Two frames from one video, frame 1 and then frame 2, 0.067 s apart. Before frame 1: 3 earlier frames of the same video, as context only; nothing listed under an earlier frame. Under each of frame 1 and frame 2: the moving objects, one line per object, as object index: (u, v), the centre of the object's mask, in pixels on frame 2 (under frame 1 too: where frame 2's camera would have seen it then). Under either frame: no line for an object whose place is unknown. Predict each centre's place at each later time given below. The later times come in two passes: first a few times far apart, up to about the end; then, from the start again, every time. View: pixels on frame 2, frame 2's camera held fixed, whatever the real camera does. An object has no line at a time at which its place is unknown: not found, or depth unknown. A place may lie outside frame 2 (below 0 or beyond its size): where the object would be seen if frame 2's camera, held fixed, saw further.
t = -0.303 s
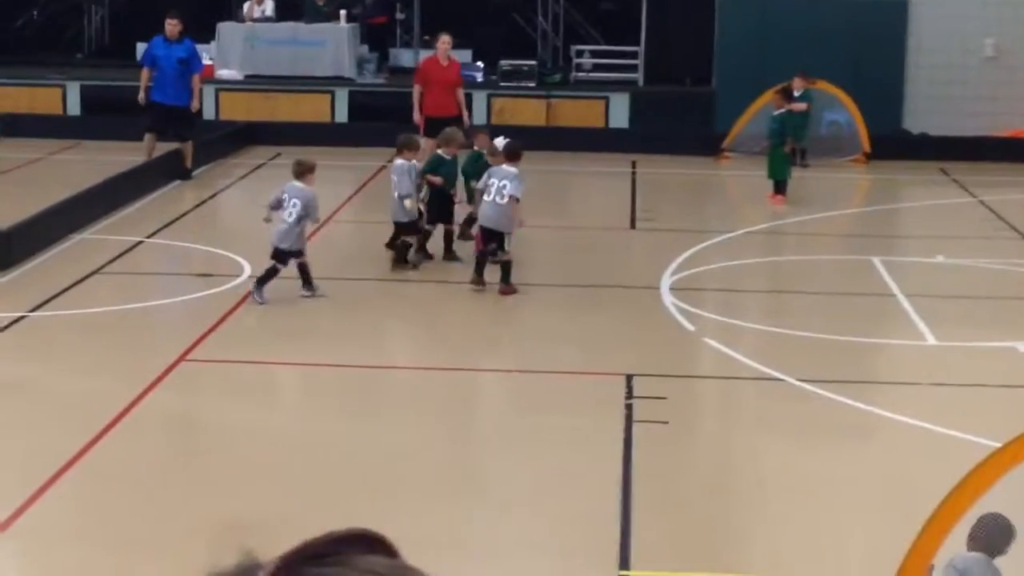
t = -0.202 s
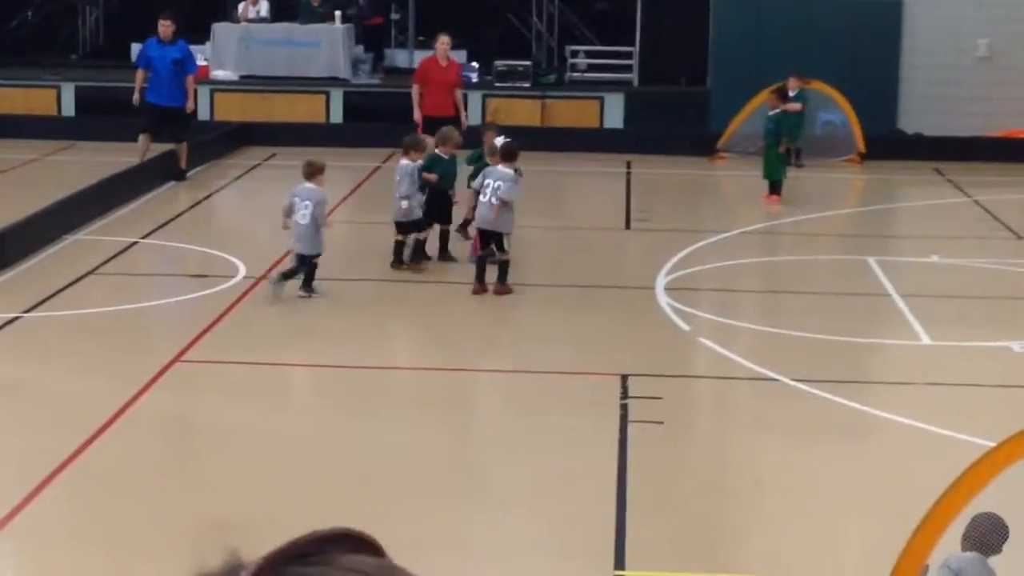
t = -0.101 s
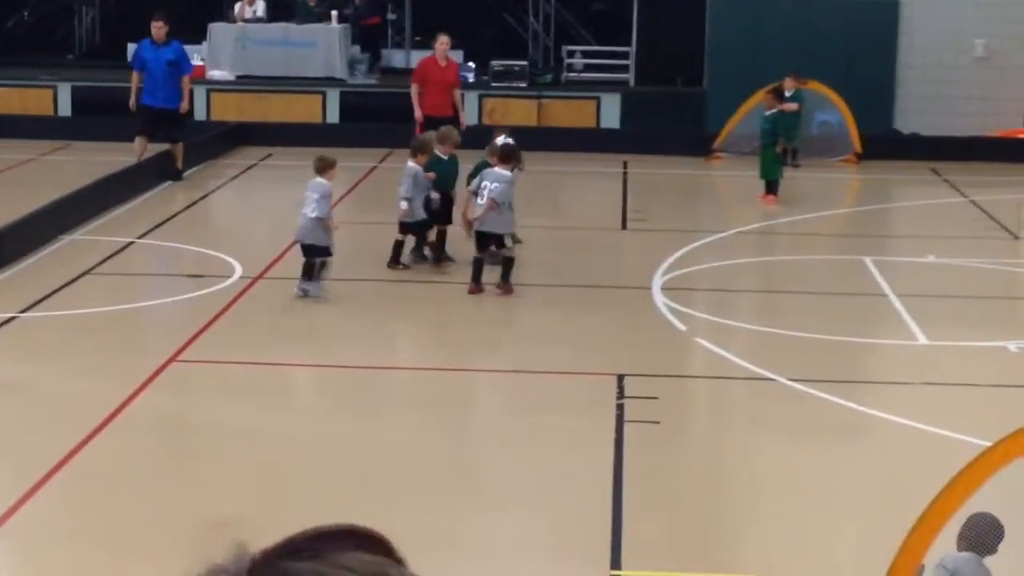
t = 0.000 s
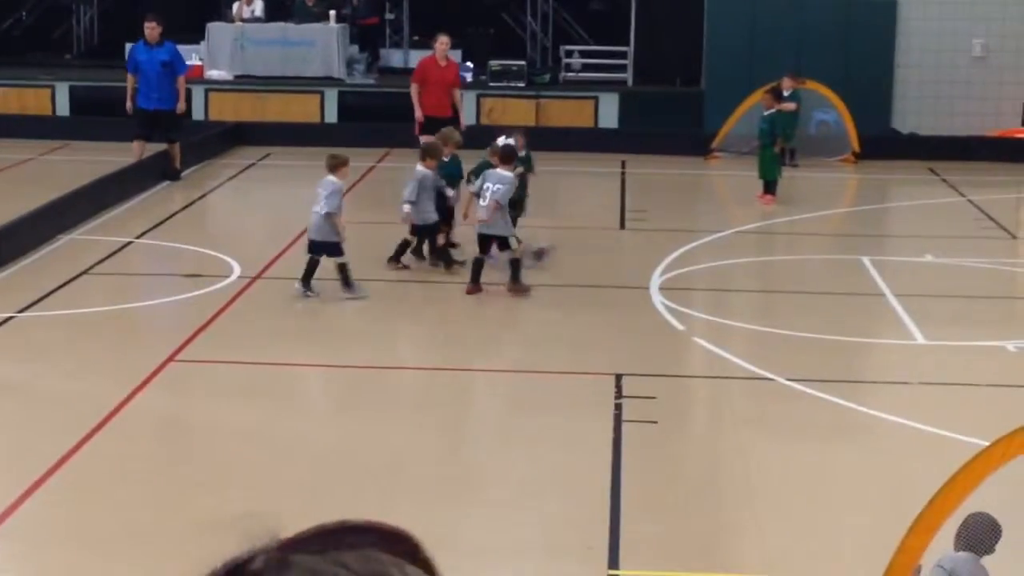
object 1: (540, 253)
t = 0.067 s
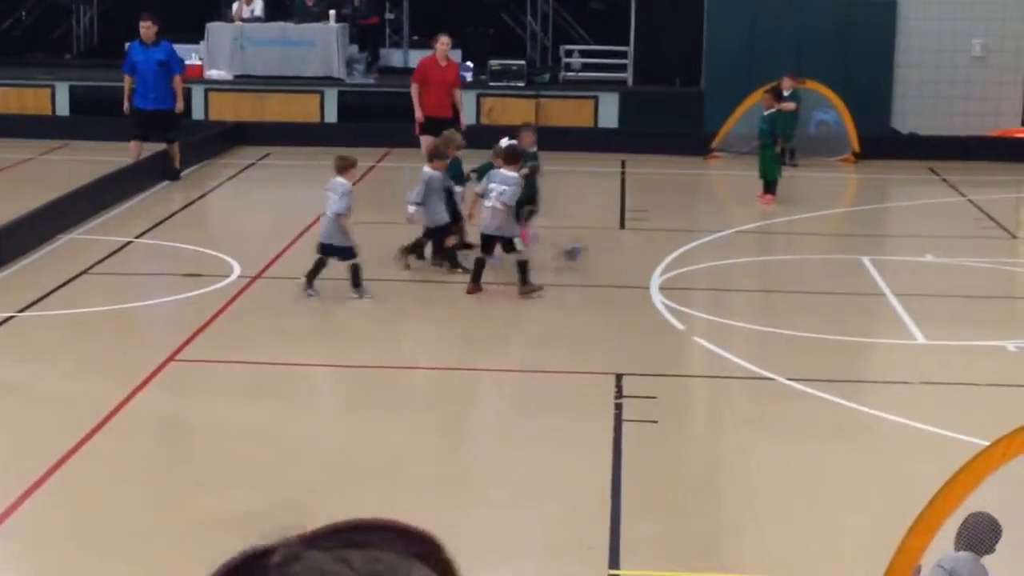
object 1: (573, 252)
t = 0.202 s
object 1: (636, 266)
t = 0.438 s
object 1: (727, 266)
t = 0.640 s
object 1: (794, 269)
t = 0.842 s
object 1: (860, 276)
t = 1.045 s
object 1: (927, 276)
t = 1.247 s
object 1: (993, 282)
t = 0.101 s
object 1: (589, 254)
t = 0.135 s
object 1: (604, 259)
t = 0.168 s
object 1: (621, 265)
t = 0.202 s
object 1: (636, 266)
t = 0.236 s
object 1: (649, 264)
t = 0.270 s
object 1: (663, 264)
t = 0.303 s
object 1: (677, 263)
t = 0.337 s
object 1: (690, 265)
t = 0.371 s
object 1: (703, 268)
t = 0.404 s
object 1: (716, 267)
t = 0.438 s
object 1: (727, 266)
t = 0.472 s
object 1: (738, 265)
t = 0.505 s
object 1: (750, 268)
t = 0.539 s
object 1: (760, 270)
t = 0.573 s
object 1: (772, 269)
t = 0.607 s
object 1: (783, 268)
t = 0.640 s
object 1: (794, 269)
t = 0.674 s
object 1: (805, 272)
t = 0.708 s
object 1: (817, 272)
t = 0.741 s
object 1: (827, 272)
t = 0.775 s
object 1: (838, 271)
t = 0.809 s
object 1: (849, 272)
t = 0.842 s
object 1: (860, 276)
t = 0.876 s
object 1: (871, 274)
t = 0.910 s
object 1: (882, 274)
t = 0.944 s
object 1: (893, 277)
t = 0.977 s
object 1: (905, 278)
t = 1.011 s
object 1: (915, 277)
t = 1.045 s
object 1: (927, 276)
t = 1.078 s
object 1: (938, 279)
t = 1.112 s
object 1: (950, 279)
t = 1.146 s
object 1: (961, 279)
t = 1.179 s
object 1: (972, 280)
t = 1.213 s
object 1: (982, 281)
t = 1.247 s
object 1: (993, 282)
